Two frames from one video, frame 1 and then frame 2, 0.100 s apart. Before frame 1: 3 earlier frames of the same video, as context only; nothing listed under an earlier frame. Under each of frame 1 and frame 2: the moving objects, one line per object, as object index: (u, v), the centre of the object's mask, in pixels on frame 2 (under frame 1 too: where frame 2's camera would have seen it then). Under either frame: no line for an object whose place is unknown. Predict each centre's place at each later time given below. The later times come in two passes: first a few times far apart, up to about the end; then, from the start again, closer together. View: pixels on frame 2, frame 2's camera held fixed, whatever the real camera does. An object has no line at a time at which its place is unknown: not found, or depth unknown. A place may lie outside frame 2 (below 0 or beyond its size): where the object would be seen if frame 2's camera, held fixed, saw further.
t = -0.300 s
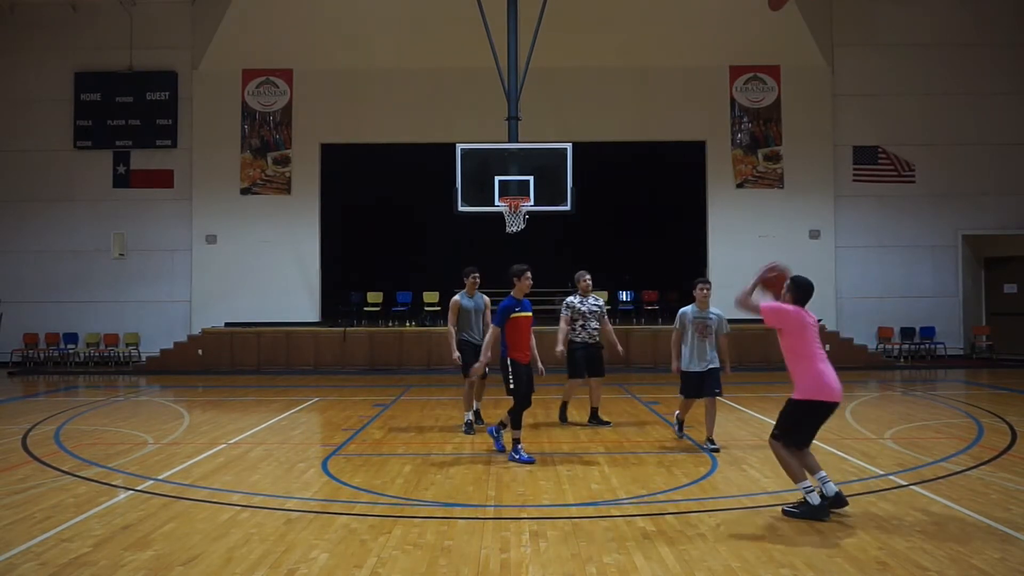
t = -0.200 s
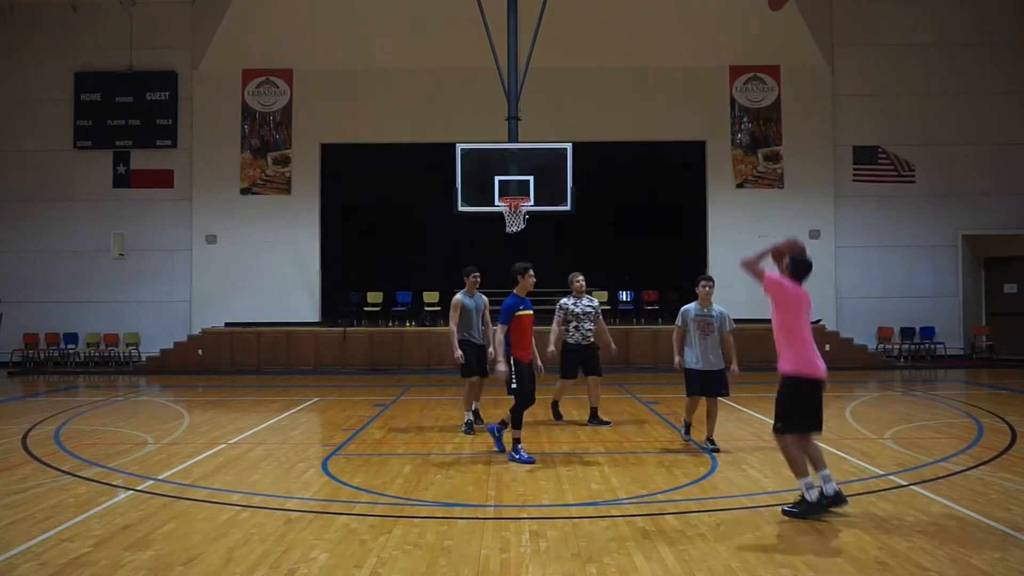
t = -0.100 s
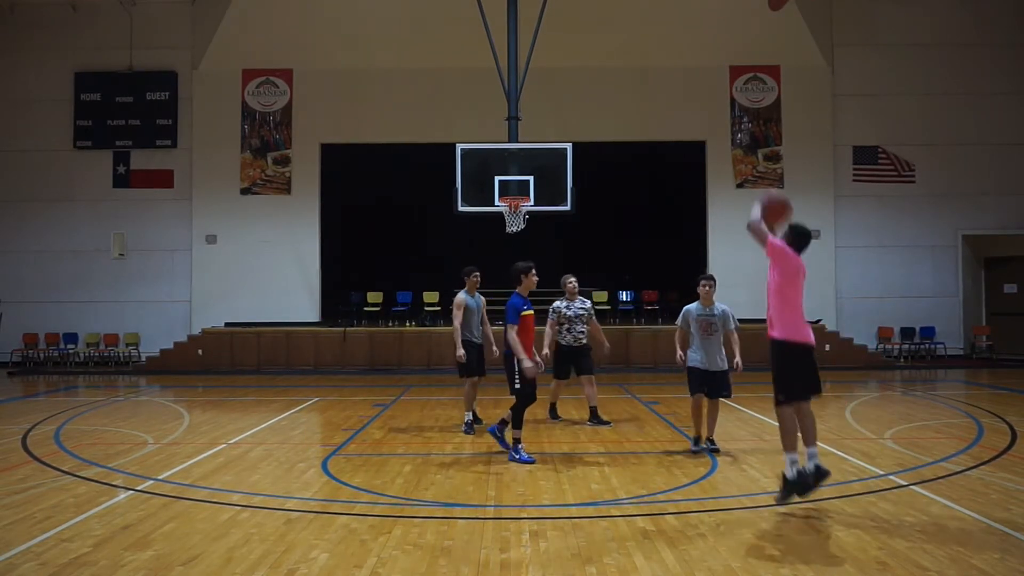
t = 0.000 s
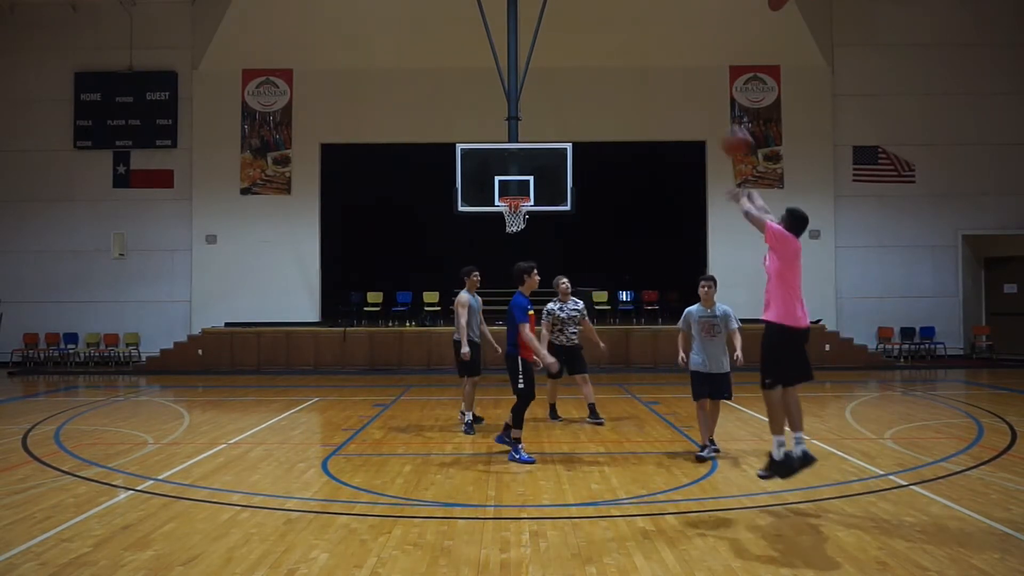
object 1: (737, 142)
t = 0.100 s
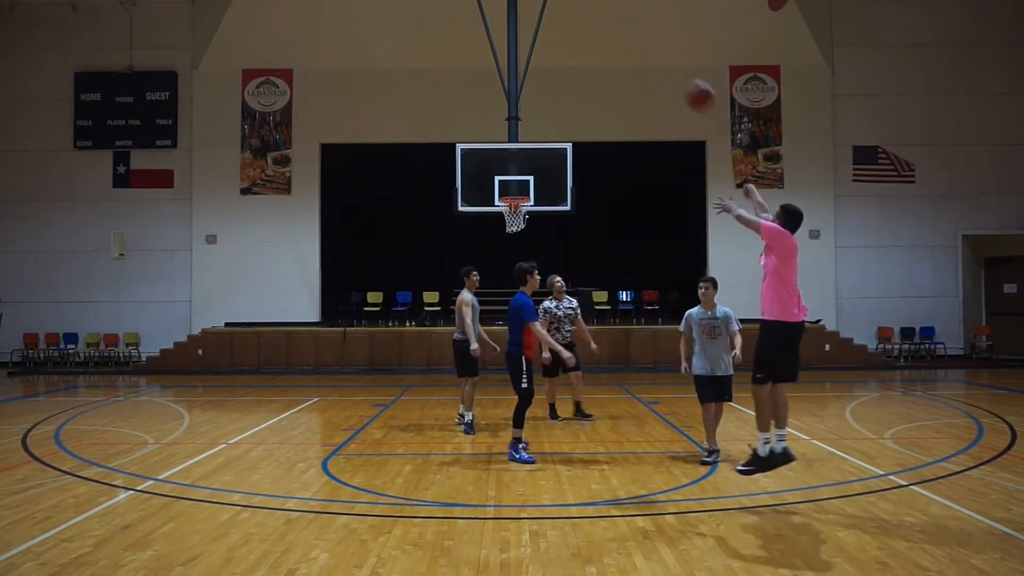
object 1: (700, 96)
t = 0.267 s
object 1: (649, 52)
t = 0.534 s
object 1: (592, 47)
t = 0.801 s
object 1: (549, 94)
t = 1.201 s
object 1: (507, 218)
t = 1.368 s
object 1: (508, 241)
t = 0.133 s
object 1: (688, 84)
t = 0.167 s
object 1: (678, 74)
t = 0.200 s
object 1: (668, 66)
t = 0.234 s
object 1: (659, 58)
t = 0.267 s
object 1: (649, 52)
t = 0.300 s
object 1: (641, 48)
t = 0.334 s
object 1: (633, 45)
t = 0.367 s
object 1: (625, 43)
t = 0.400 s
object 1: (618, 42)
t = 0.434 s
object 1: (611, 42)
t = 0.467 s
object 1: (604, 43)
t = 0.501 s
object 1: (598, 44)
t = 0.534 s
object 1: (592, 47)
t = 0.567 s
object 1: (586, 50)
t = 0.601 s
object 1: (580, 55)
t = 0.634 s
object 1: (575, 60)
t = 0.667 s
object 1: (569, 65)
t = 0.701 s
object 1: (564, 72)
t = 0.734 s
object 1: (559, 78)
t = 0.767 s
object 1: (555, 86)
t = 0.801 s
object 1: (549, 94)
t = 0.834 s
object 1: (545, 103)
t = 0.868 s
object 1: (540, 112)
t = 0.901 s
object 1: (537, 121)
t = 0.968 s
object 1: (529, 143)
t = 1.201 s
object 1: (507, 218)
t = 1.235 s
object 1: (507, 221)
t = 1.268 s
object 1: (507, 226)
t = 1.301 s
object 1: (507, 230)
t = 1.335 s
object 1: (508, 235)
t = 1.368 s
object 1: (508, 241)
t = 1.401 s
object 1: (508, 247)
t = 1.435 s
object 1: (508, 255)
